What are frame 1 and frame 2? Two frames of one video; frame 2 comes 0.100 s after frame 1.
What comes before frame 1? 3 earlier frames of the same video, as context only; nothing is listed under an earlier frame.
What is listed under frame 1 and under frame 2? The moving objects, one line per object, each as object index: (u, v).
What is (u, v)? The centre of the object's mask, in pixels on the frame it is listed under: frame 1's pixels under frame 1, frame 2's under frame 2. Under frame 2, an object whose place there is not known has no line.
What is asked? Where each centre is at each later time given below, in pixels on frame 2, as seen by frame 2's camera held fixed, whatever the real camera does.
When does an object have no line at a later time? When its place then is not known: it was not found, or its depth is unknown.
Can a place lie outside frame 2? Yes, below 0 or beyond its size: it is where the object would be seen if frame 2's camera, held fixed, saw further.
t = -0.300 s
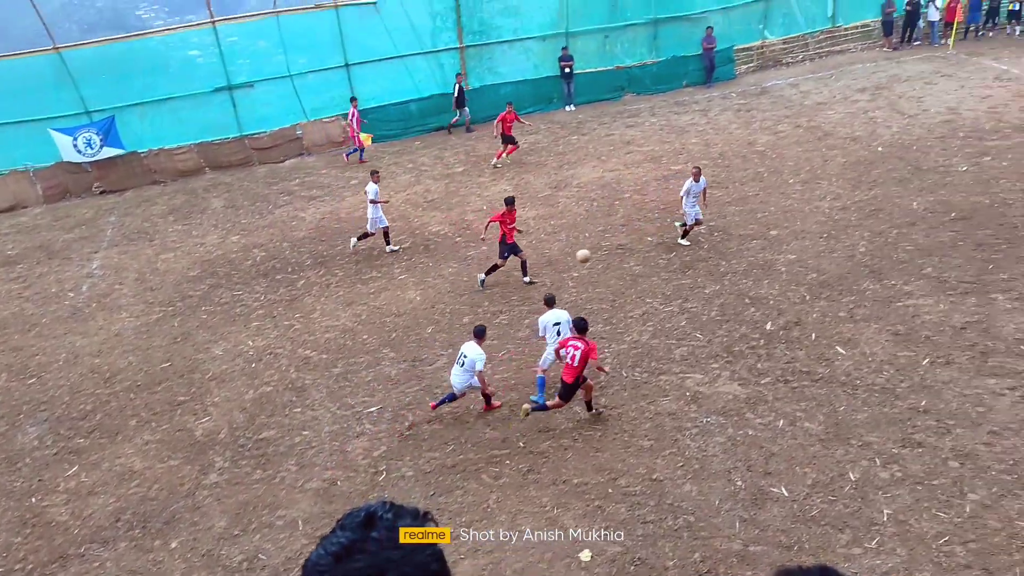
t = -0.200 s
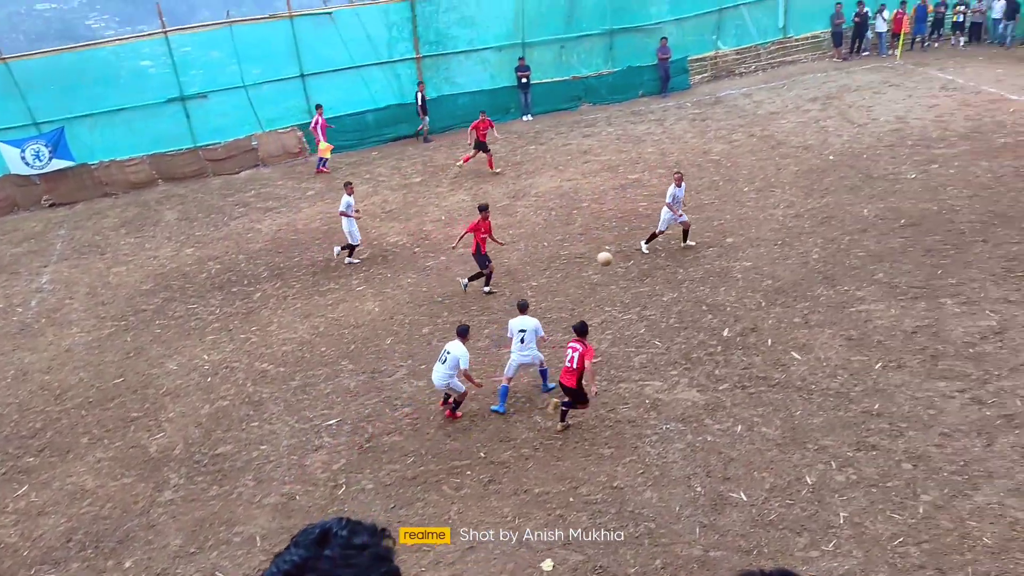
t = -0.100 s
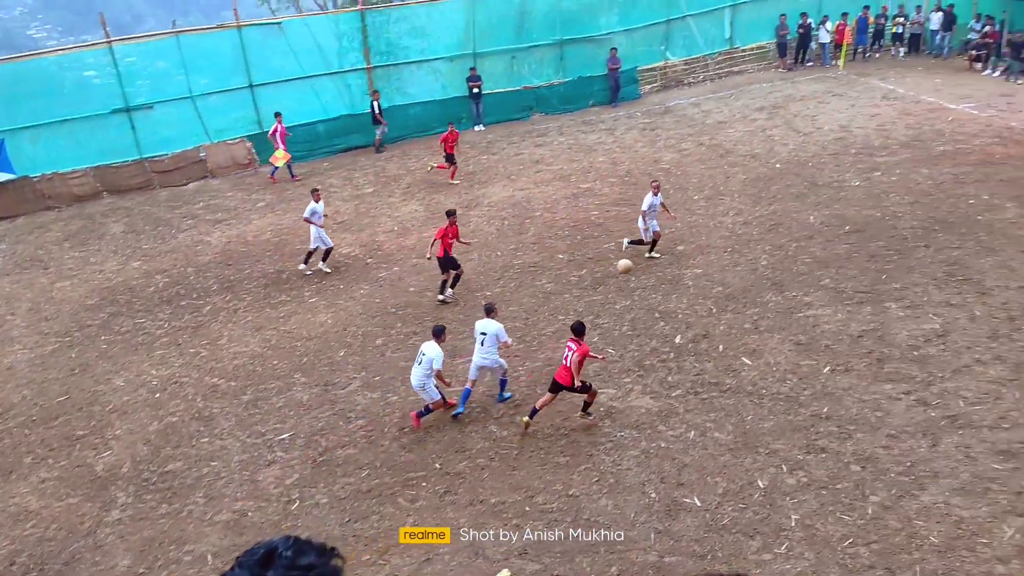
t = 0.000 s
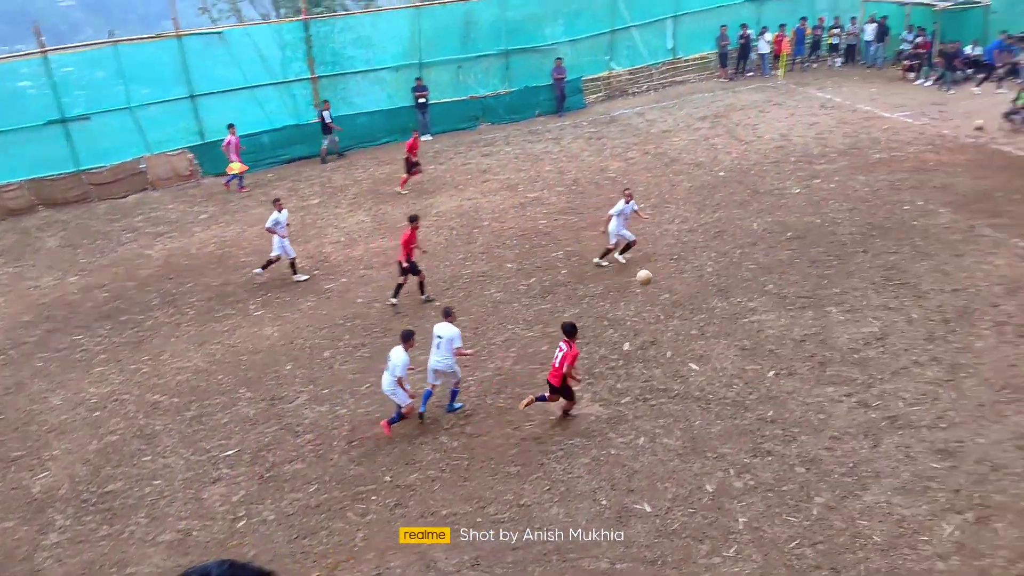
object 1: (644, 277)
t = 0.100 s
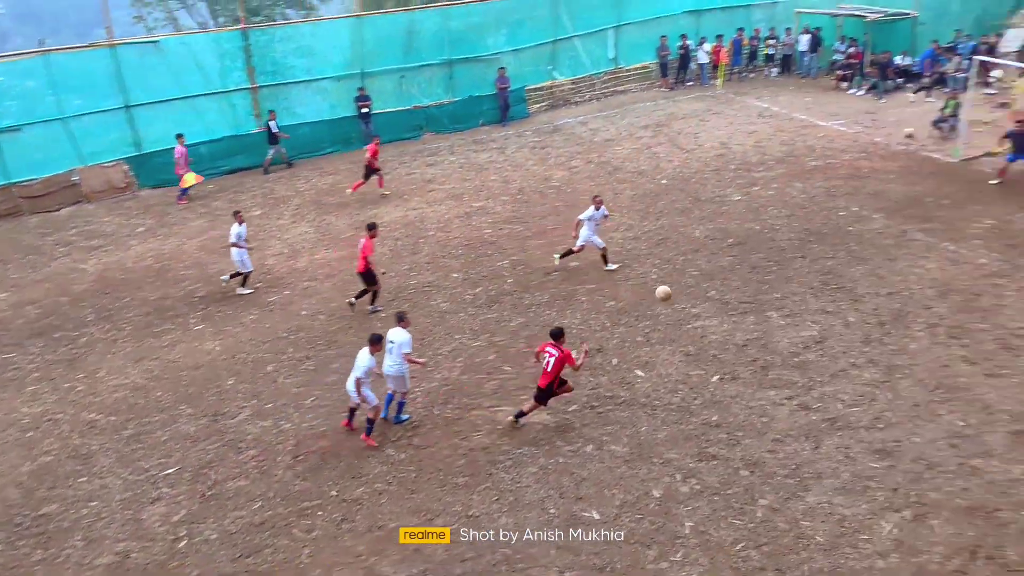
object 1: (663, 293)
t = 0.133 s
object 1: (688, 297)
